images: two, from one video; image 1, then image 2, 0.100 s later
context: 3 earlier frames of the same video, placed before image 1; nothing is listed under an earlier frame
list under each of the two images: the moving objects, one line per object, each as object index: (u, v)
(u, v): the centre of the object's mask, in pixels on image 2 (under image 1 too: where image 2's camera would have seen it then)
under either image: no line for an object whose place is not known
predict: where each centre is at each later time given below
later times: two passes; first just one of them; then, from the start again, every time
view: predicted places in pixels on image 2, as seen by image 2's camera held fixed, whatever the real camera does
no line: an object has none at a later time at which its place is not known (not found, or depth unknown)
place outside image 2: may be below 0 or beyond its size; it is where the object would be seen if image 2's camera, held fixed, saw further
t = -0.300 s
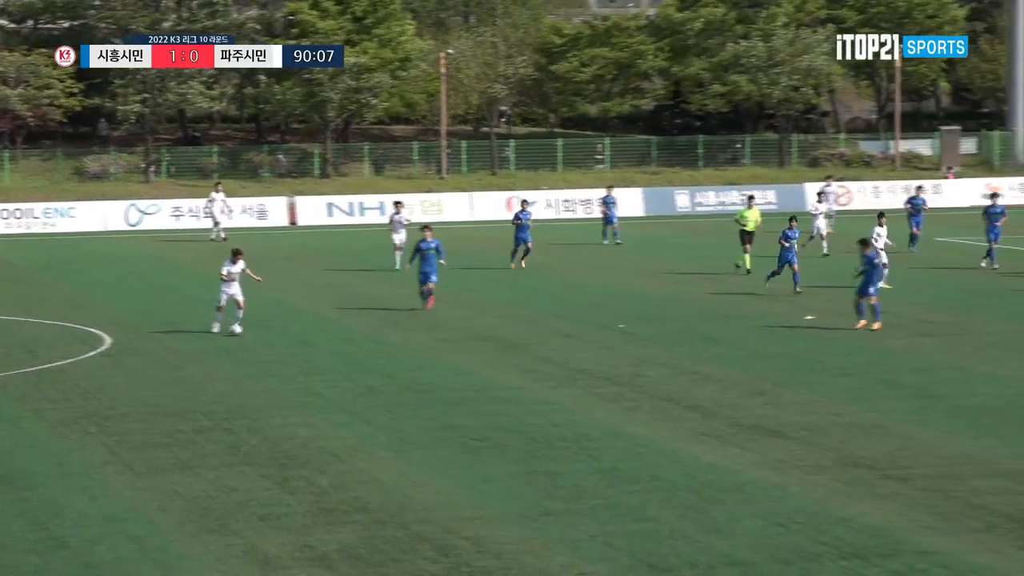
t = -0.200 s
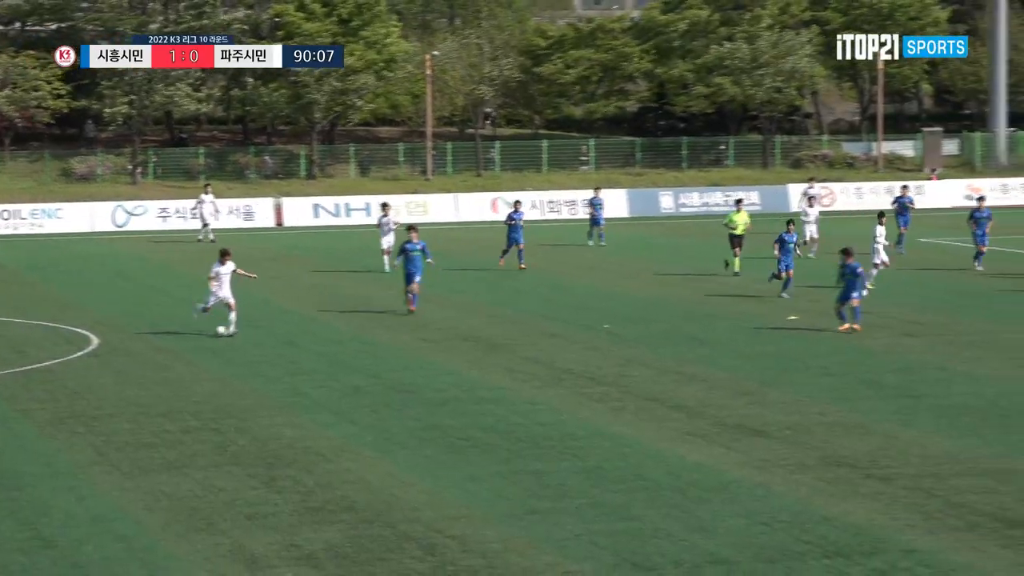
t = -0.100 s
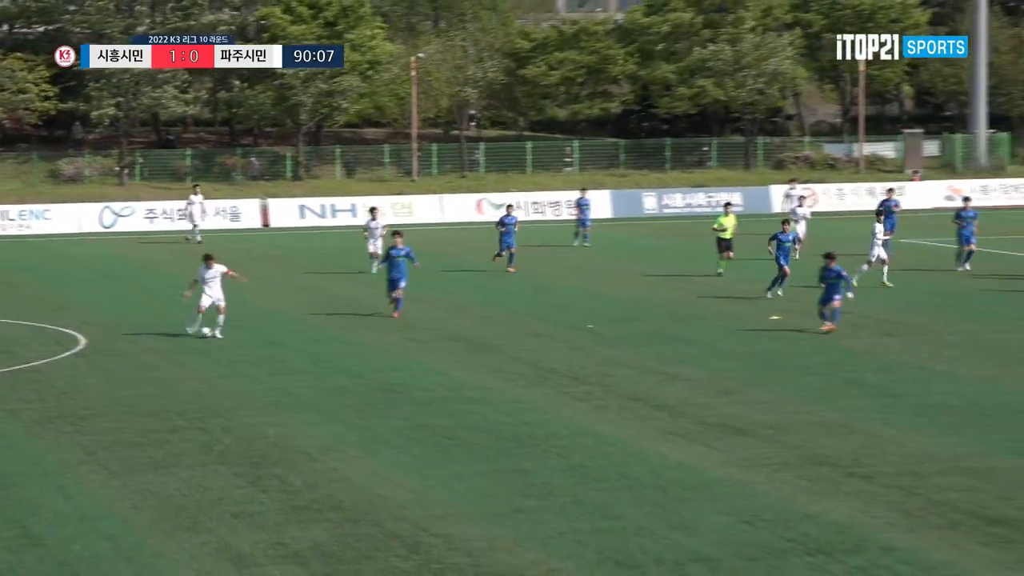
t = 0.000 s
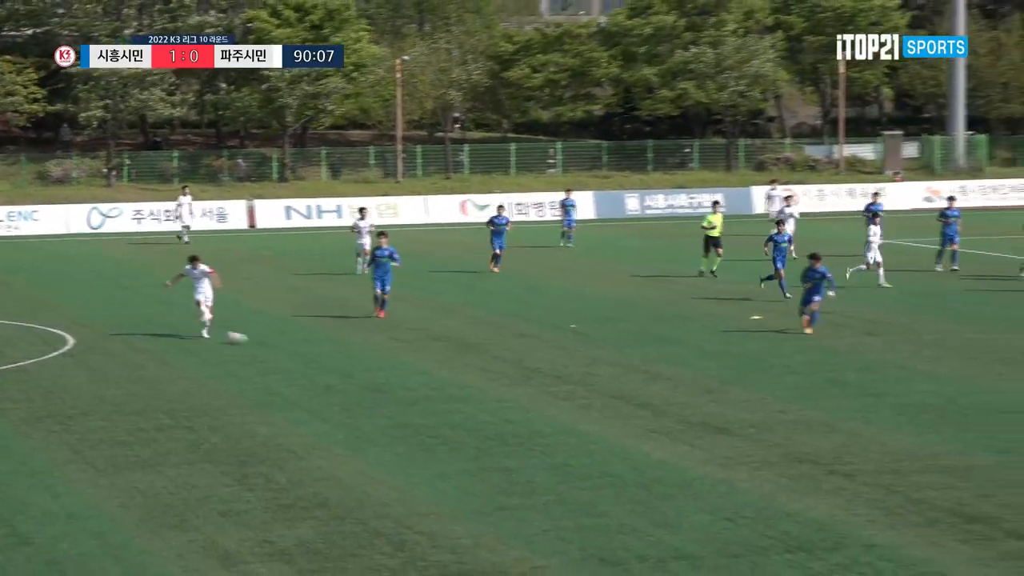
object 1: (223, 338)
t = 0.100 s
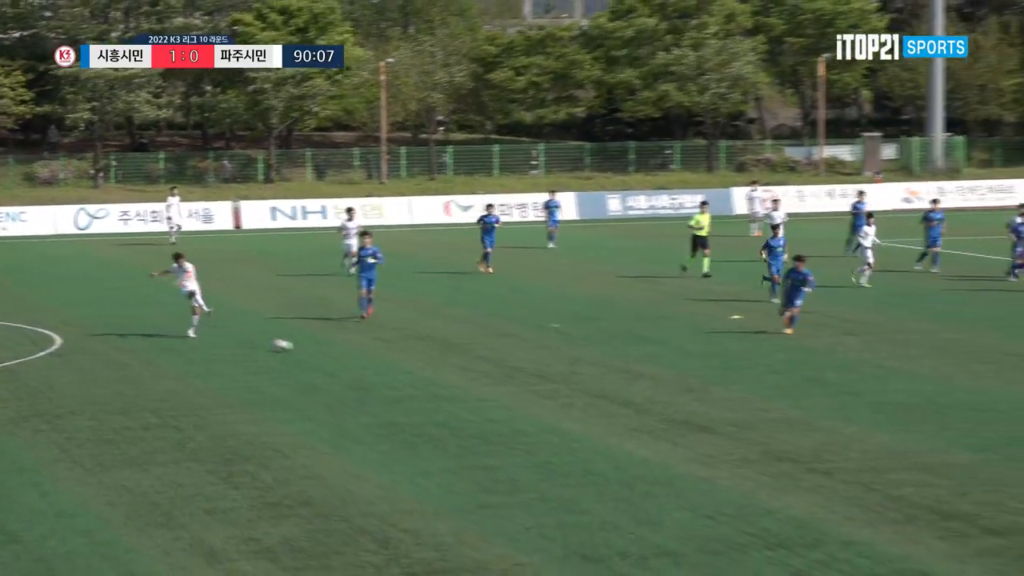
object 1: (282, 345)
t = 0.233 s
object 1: (362, 357)
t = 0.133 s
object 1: (302, 348)
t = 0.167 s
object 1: (323, 351)
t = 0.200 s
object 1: (343, 354)
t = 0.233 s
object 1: (362, 357)
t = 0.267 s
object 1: (382, 359)
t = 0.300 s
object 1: (402, 363)
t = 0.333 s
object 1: (421, 364)
